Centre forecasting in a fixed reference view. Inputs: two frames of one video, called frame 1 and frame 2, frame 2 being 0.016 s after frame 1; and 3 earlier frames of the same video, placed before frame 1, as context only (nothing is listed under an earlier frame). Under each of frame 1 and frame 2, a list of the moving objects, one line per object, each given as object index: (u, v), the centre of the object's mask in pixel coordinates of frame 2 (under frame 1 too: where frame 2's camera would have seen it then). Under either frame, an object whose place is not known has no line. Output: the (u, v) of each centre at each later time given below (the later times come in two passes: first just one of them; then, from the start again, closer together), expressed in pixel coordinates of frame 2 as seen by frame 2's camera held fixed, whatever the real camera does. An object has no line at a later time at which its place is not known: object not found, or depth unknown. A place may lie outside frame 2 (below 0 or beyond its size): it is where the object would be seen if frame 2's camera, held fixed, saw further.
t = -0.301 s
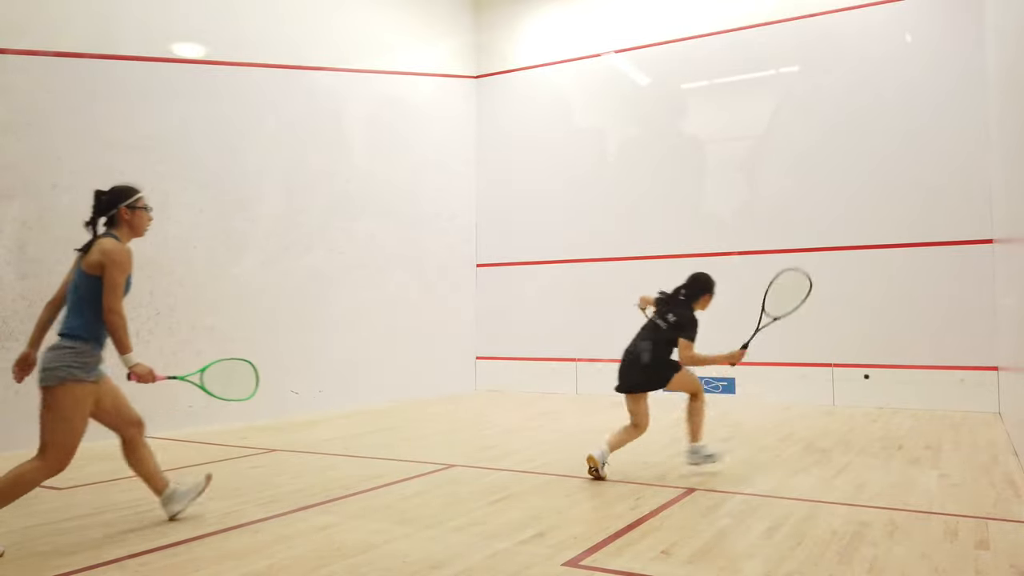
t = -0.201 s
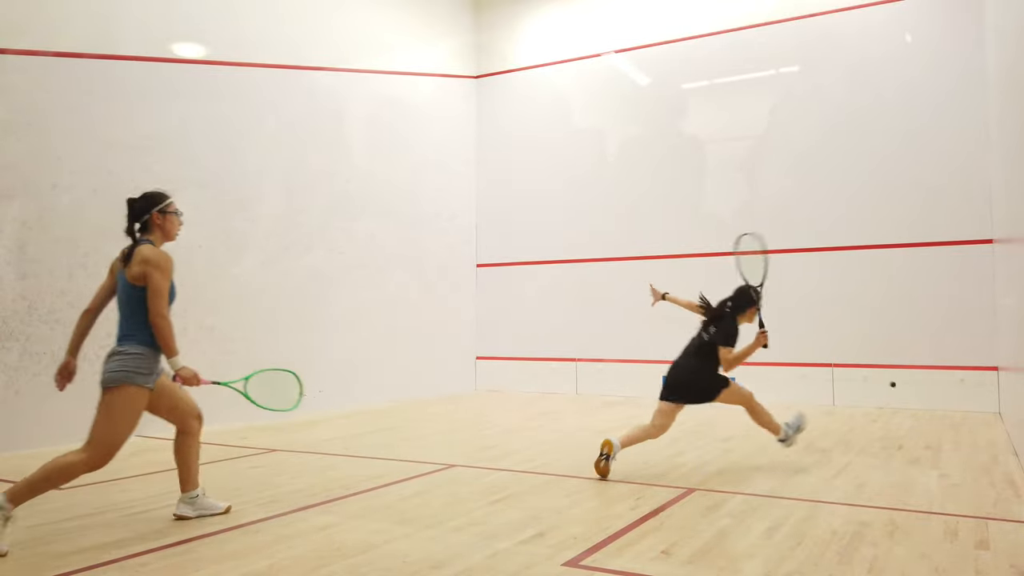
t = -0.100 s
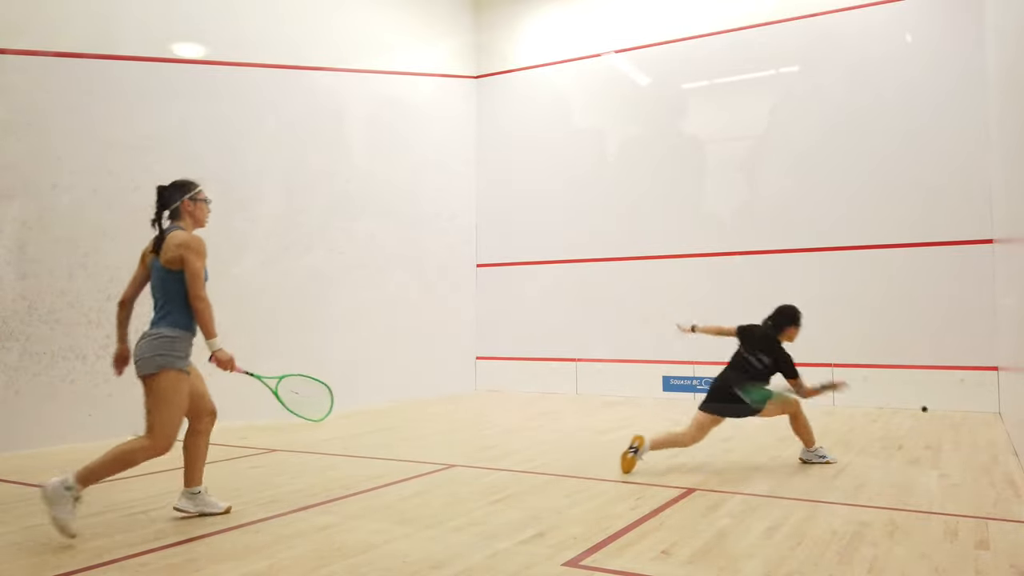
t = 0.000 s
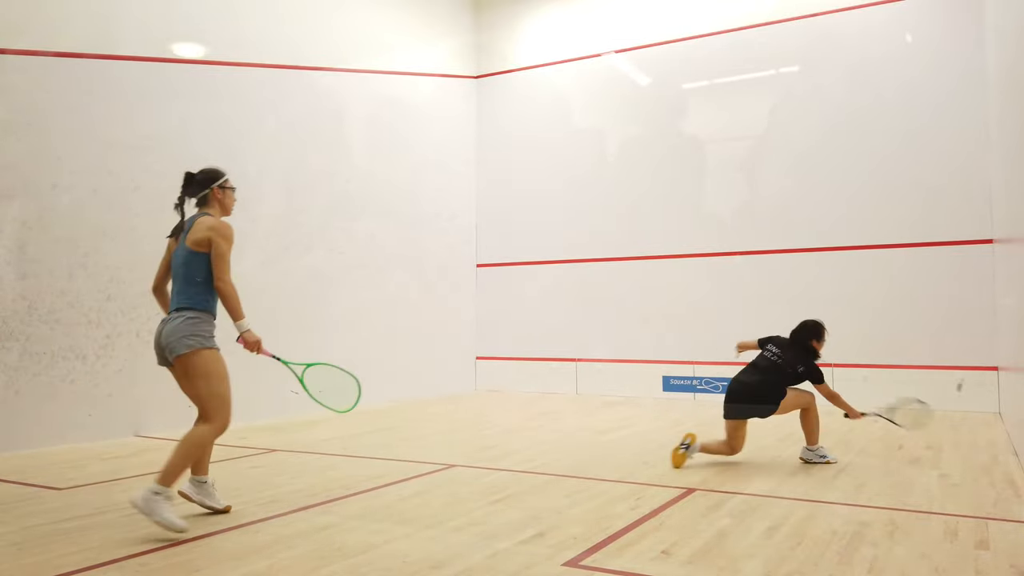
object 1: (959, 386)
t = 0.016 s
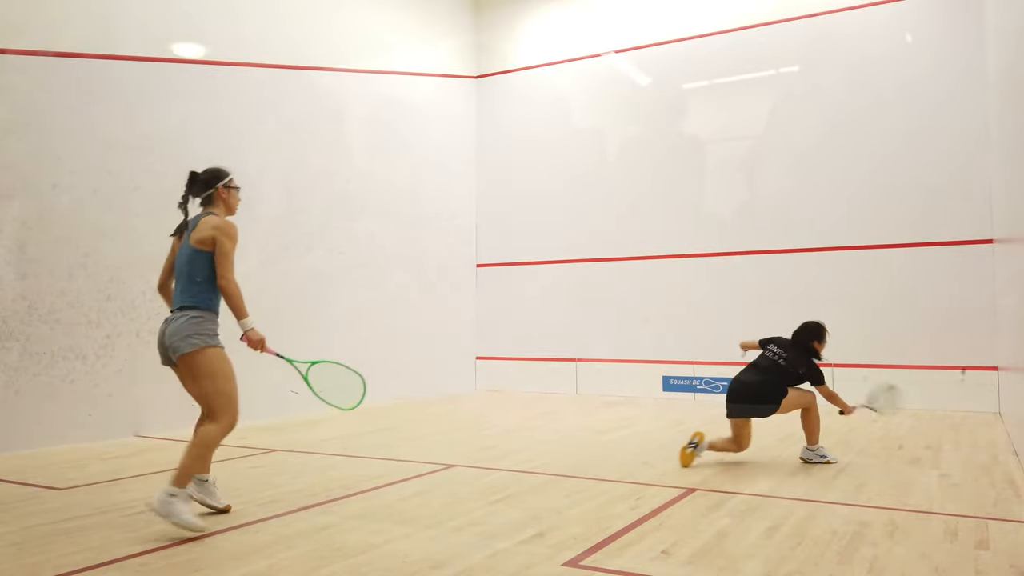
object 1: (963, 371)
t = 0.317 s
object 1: (1003, 321)
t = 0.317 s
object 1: (1003, 321)
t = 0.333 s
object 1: (1006, 322)
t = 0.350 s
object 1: (1006, 323)
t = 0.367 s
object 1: (1006, 325)
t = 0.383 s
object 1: (1005, 328)
